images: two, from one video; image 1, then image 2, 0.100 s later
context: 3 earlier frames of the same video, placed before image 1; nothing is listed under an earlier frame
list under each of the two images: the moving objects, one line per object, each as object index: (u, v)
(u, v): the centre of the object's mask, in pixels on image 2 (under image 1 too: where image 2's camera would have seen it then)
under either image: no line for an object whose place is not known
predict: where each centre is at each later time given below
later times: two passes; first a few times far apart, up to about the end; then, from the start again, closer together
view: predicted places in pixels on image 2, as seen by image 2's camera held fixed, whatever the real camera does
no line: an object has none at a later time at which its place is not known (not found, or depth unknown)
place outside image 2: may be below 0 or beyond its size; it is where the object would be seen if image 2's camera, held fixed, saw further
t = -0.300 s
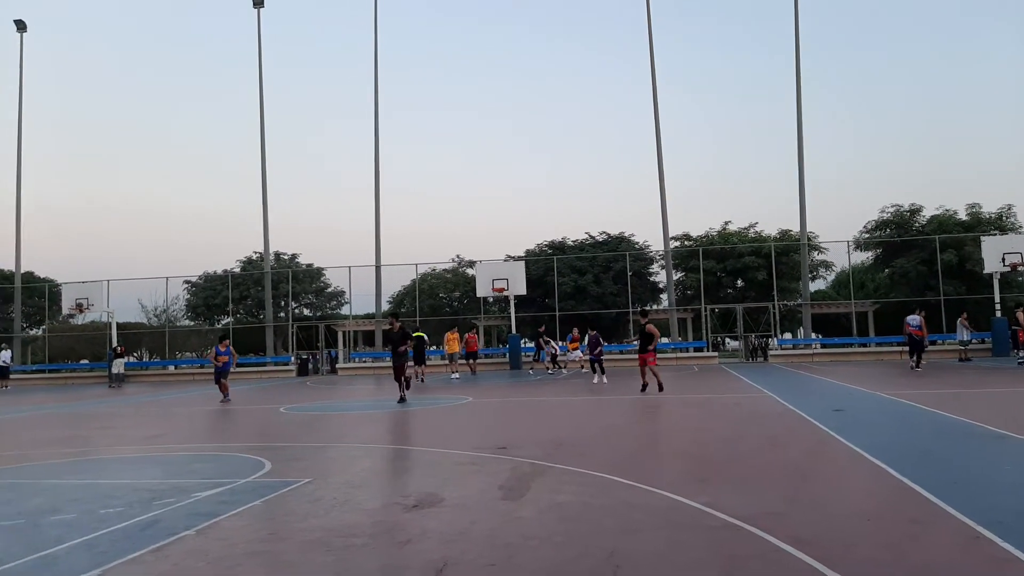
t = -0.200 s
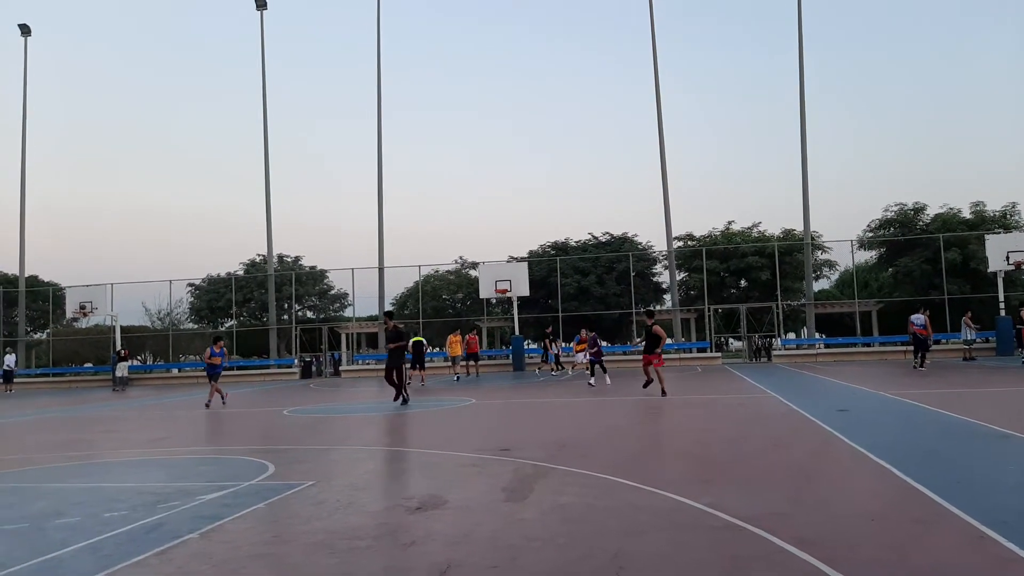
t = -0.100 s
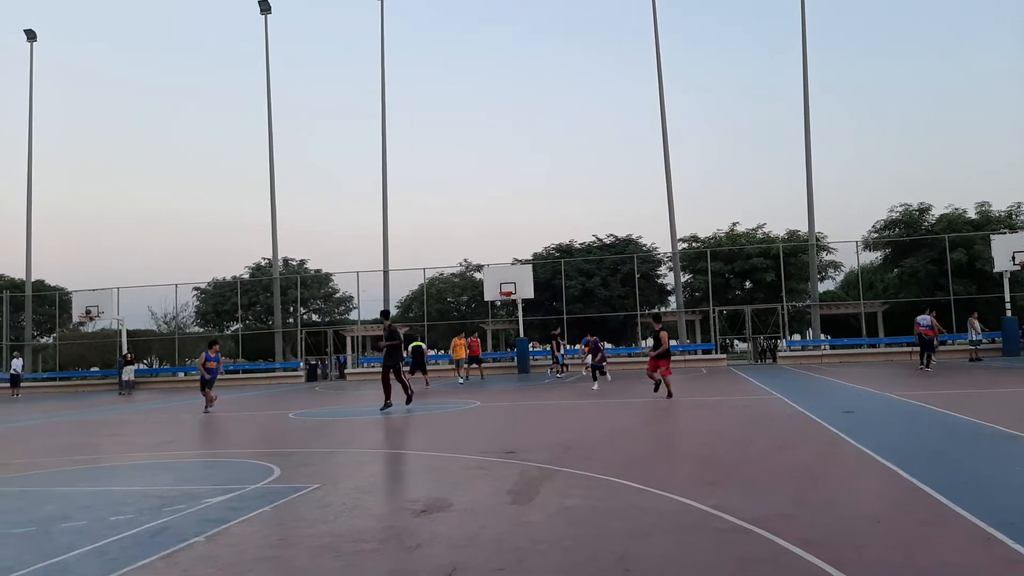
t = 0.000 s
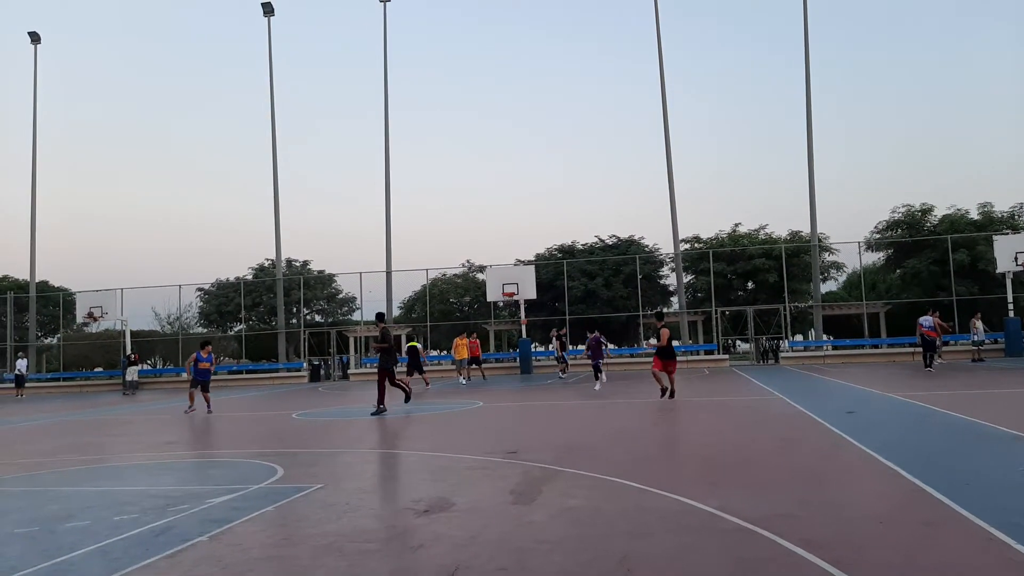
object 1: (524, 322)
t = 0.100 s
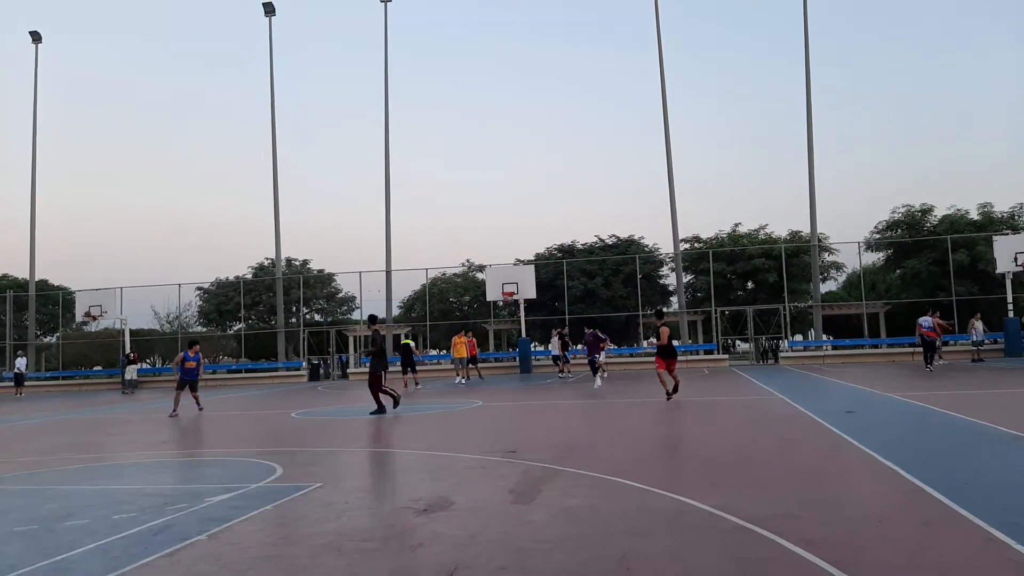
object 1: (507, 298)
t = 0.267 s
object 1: (477, 268)
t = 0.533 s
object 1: (422, 231)
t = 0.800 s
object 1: (354, 220)
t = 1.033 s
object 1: (282, 236)
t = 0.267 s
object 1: (477, 268)
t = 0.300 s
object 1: (470, 262)
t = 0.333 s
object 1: (464, 256)
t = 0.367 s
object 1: (457, 252)
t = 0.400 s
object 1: (451, 247)
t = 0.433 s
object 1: (444, 243)
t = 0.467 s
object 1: (436, 239)
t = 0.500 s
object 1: (429, 235)
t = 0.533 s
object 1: (422, 231)
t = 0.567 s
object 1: (414, 229)
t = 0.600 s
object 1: (406, 226)
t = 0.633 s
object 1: (398, 224)
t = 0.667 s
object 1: (390, 223)
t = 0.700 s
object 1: (380, 221)
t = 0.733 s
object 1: (372, 220)
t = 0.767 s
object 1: (363, 220)
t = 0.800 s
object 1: (354, 220)
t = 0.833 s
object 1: (344, 221)
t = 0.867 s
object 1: (335, 222)
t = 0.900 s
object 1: (325, 223)
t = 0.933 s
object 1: (314, 225)
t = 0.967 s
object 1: (304, 228)
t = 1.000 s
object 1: (293, 232)
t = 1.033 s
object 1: (282, 236)
